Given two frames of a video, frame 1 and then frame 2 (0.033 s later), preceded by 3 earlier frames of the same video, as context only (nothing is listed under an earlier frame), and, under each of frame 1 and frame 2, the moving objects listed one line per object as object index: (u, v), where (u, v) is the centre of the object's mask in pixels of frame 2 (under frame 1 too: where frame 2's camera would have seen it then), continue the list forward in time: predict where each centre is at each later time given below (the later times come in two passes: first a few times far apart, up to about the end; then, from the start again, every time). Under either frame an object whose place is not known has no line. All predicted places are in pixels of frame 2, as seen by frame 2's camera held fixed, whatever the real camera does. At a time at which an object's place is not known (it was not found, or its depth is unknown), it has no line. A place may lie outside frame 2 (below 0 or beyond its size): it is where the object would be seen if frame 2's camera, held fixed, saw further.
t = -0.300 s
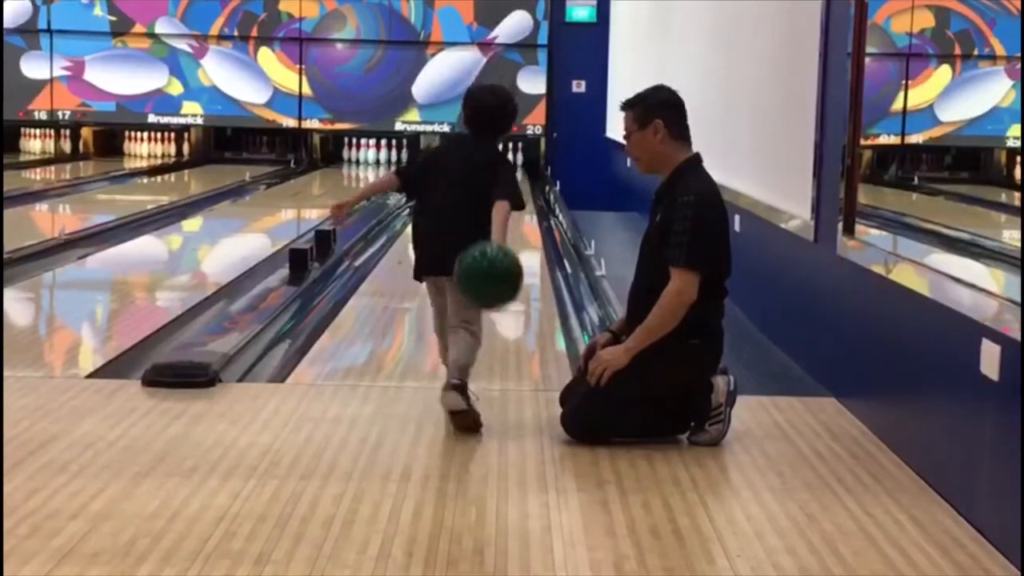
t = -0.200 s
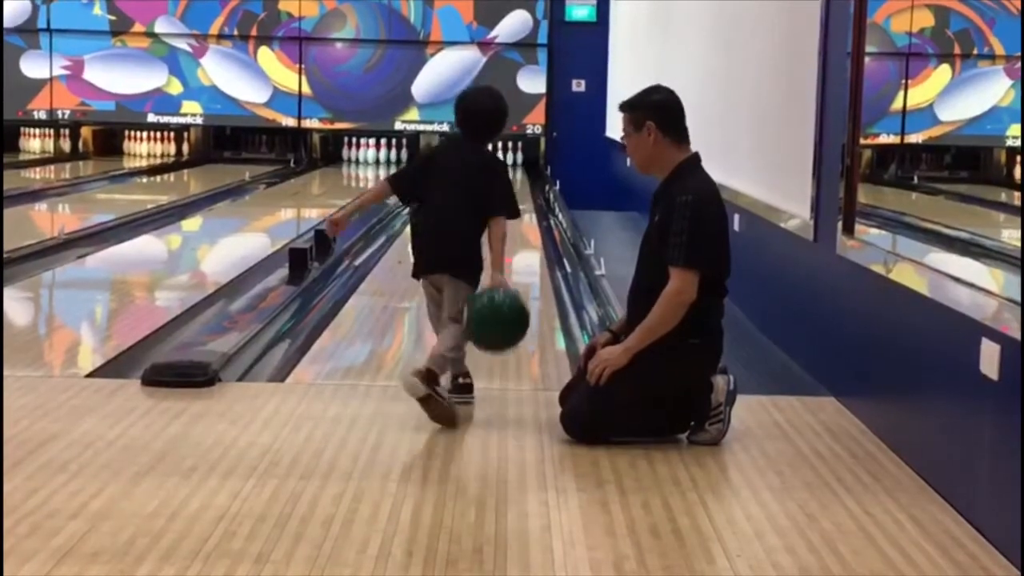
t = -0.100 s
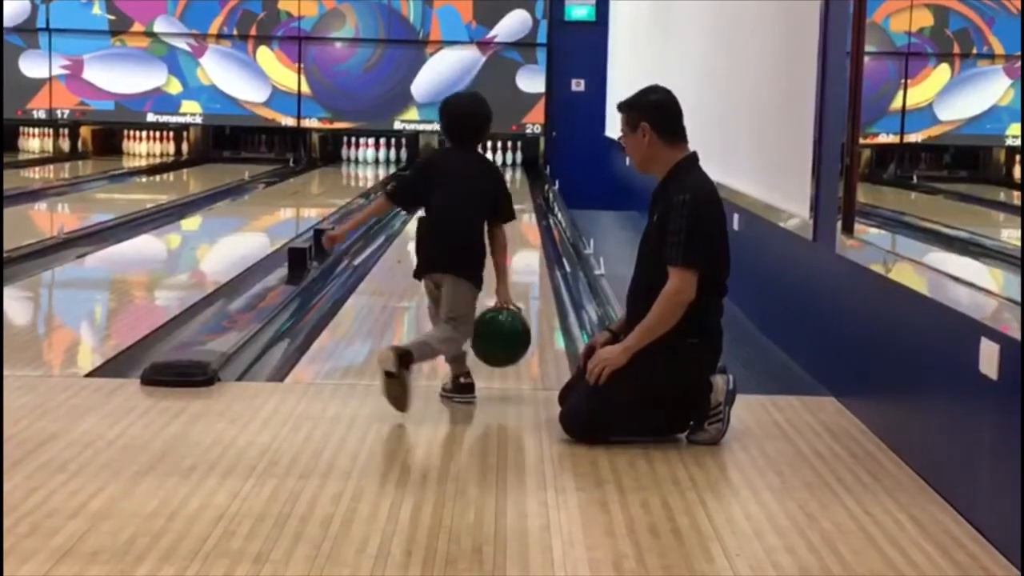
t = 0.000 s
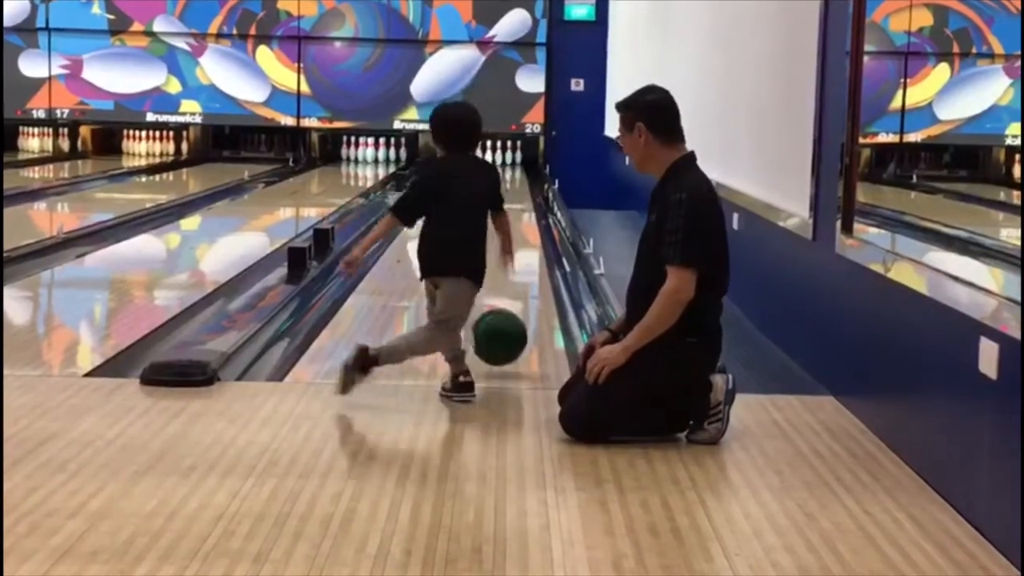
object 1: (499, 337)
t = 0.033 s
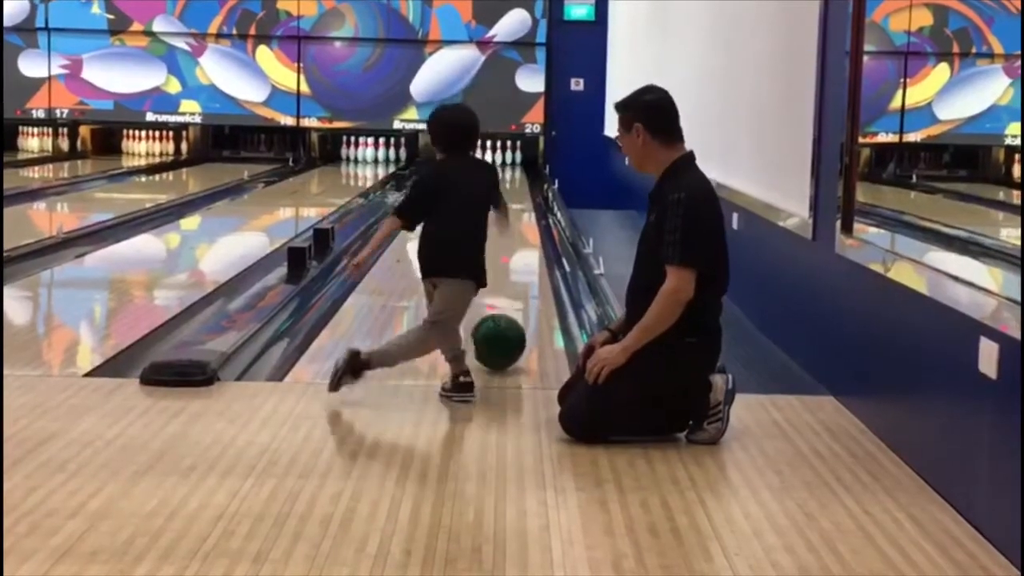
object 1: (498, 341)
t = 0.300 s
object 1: (496, 306)
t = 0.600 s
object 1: (495, 276)
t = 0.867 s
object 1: (493, 257)
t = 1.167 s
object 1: (492, 240)
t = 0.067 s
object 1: (498, 334)
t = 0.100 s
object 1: (498, 329)
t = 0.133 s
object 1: (497, 326)
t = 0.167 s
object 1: (497, 322)
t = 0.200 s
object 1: (497, 318)
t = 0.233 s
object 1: (497, 314)
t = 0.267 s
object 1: (496, 310)
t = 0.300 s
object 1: (496, 306)
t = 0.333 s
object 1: (496, 302)
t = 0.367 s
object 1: (496, 298)
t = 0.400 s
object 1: (496, 295)
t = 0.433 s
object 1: (496, 291)
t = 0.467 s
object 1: (496, 288)
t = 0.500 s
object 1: (496, 284)
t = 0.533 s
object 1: (496, 281)
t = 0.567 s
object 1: (495, 279)
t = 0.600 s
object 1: (495, 276)
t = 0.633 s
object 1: (495, 273)
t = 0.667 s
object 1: (494, 271)
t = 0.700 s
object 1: (494, 268)
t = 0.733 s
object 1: (494, 266)
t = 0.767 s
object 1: (494, 264)
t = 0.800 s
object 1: (494, 261)
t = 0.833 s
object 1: (493, 259)
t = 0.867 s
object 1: (493, 257)
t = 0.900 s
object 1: (493, 255)
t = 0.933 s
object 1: (493, 253)
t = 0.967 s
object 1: (493, 251)
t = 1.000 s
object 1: (493, 249)
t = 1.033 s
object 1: (493, 246)
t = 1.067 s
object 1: (492, 244)
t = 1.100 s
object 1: (492, 243)
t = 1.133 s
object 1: (492, 241)
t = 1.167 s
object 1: (492, 240)
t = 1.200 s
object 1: (492, 238)
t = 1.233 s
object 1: (492, 236)
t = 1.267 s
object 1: (492, 234)
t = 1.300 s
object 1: (492, 233)
